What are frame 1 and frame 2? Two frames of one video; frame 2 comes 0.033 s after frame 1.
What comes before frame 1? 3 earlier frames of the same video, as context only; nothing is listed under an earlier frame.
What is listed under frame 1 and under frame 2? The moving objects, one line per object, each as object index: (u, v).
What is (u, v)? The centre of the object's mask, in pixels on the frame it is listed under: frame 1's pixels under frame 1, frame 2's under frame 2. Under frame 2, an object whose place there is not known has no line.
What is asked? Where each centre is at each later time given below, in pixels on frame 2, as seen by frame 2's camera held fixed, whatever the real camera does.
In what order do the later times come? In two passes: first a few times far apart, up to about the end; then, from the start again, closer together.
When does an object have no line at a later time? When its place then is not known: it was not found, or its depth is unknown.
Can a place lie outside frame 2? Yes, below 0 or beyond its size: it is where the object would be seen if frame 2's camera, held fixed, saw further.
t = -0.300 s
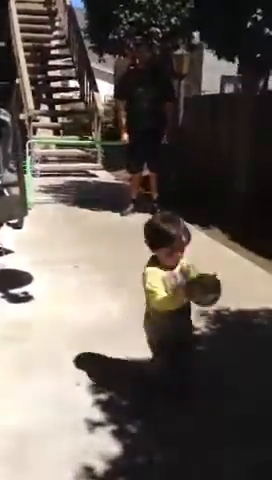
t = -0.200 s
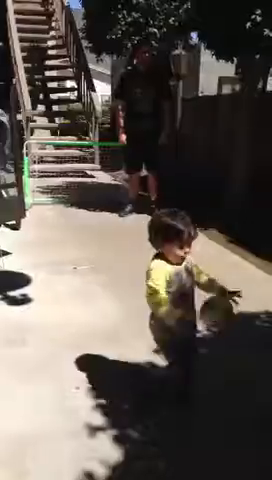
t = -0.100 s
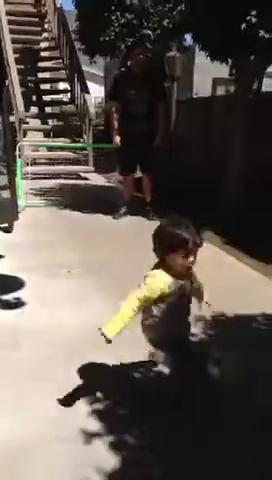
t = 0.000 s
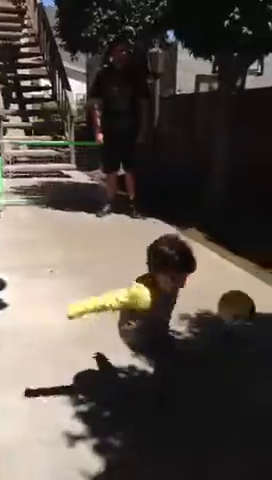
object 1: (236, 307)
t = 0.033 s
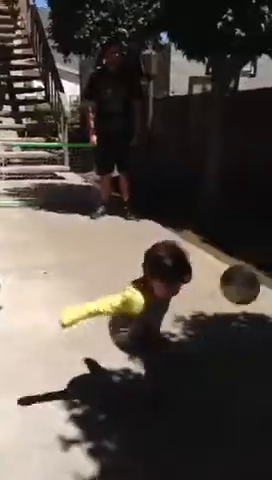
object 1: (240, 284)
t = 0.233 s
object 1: (299, 179)
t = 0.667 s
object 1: (203, 277)
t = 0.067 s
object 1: (248, 261)
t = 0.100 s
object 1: (258, 240)
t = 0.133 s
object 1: (270, 220)
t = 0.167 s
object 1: (281, 205)
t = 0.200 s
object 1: (290, 188)
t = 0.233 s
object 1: (299, 179)
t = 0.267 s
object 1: (308, 166)
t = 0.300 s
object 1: (317, 167)
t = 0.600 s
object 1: (225, 225)
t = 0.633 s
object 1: (214, 249)
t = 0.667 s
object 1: (203, 277)
